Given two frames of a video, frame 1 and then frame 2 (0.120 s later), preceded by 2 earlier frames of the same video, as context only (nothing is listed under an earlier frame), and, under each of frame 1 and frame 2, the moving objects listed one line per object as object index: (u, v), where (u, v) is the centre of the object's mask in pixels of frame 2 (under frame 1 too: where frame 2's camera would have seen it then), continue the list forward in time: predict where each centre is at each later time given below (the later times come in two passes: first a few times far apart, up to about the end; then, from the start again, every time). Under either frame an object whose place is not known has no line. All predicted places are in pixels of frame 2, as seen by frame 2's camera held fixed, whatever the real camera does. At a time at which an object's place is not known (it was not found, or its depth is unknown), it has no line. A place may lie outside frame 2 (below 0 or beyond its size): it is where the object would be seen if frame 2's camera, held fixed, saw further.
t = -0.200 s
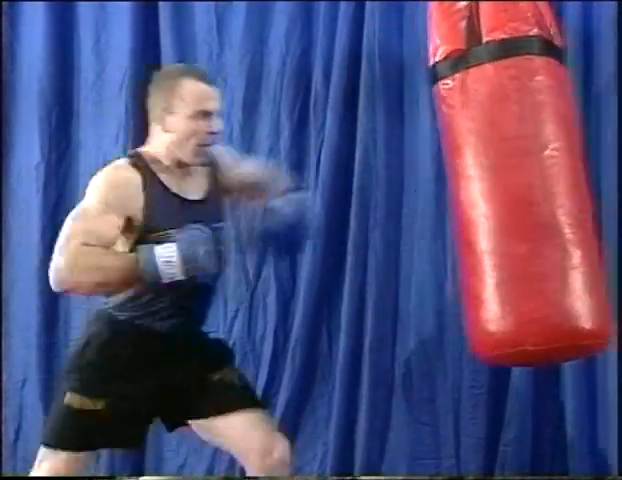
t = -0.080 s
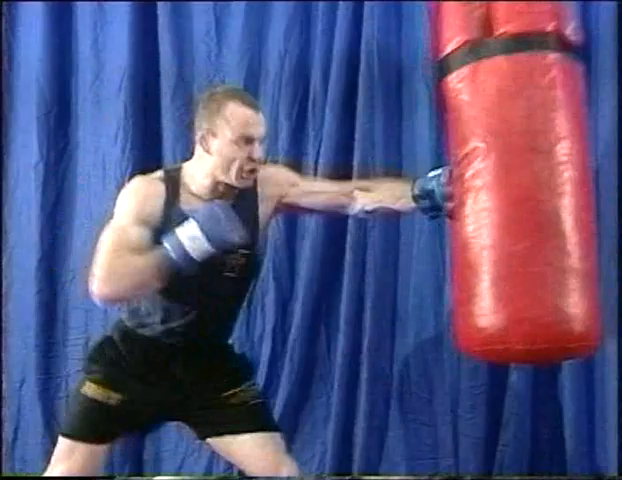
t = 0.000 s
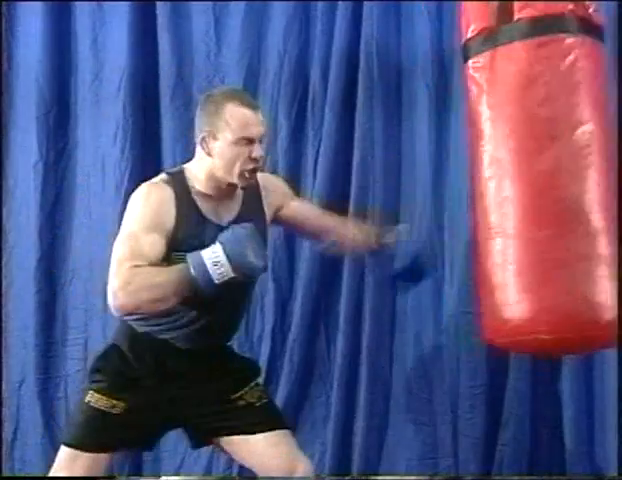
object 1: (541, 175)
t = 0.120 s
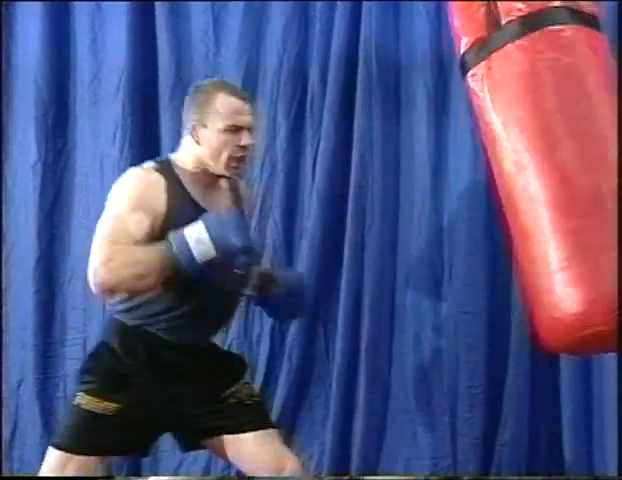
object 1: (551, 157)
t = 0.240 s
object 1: (553, 137)
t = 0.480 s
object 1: (558, 149)
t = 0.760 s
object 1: (508, 182)
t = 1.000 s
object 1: (431, 187)
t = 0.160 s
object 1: (551, 148)
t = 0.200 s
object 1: (552, 141)
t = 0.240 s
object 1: (553, 137)
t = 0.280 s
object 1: (555, 135)
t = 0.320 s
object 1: (558, 136)
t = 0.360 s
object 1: (560, 139)
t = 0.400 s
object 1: (561, 143)
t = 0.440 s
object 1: (560, 146)
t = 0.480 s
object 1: (558, 149)
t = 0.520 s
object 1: (554, 152)
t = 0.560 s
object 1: (549, 157)
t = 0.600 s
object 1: (543, 162)
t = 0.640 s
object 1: (537, 169)
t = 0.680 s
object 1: (529, 175)
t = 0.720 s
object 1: (519, 180)
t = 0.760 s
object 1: (508, 182)
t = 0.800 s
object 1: (495, 185)
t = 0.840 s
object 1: (481, 184)
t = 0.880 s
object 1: (469, 186)
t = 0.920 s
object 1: (456, 185)
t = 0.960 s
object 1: (443, 186)
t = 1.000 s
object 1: (431, 187)
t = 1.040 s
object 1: (420, 187)
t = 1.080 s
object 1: (410, 187)
